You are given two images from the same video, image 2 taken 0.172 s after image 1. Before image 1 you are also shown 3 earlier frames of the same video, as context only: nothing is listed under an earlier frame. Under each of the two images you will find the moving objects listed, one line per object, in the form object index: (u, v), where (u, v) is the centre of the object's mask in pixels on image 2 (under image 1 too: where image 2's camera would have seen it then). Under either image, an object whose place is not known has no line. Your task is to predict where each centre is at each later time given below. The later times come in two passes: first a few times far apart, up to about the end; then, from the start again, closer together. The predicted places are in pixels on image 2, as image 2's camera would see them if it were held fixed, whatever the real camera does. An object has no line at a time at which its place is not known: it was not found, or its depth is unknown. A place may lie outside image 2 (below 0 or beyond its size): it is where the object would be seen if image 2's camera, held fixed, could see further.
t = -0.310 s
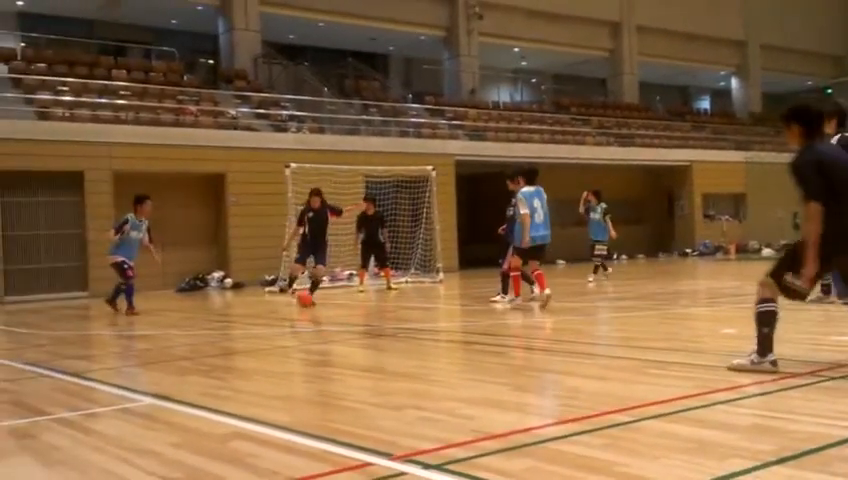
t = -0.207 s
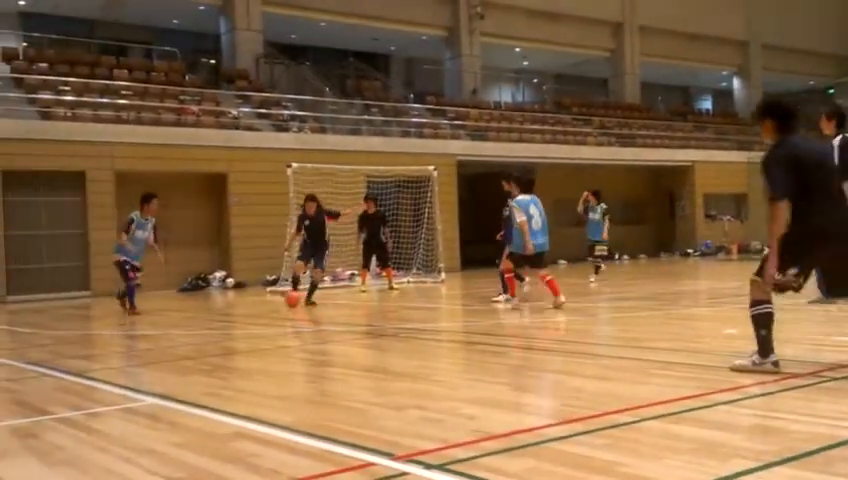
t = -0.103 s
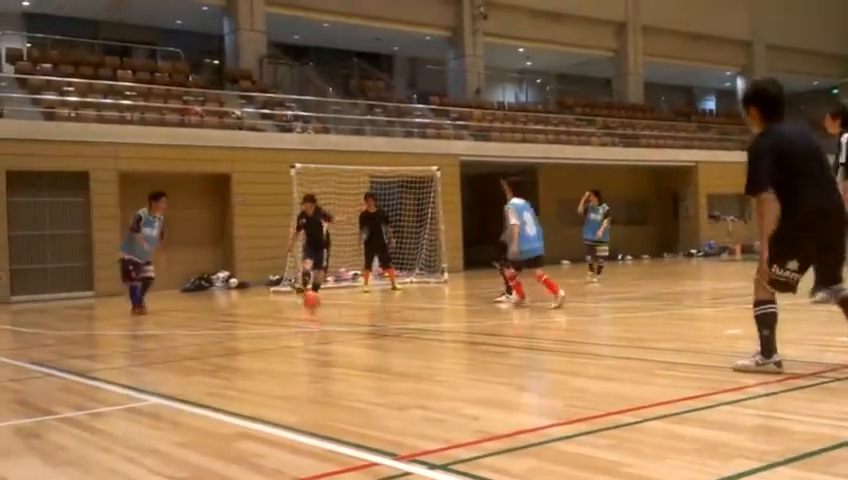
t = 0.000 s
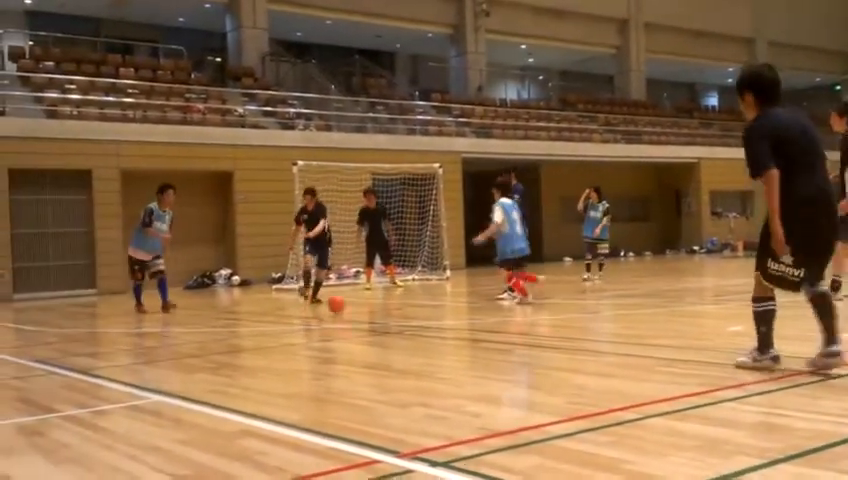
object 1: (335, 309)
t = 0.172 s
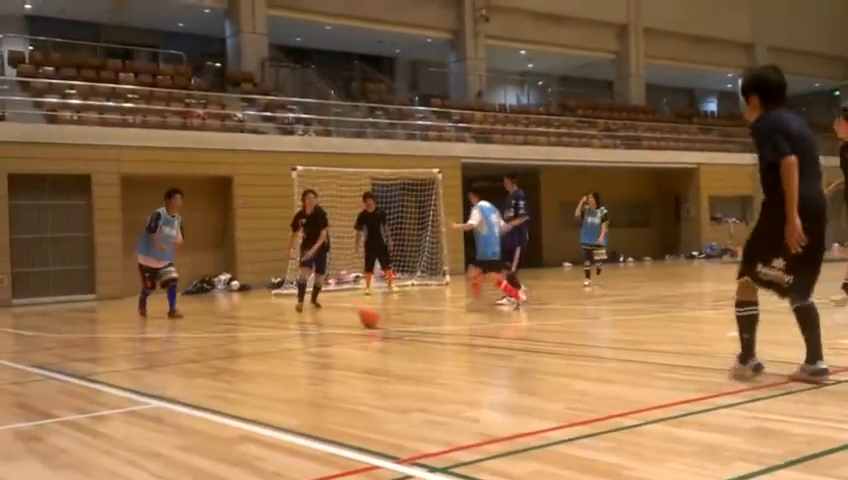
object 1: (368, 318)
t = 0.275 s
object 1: (392, 322)
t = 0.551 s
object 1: (463, 336)
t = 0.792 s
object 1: (546, 356)
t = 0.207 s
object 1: (375, 320)
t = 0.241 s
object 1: (383, 321)
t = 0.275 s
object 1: (392, 322)
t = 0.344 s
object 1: (408, 325)
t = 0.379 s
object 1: (416, 326)
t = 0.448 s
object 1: (435, 330)
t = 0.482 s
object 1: (444, 331)
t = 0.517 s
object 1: (453, 334)
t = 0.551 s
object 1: (463, 336)
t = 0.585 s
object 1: (473, 338)
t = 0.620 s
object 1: (483, 341)
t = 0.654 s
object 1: (494, 344)
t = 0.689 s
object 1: (506, 346)
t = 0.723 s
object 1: (518, 349)
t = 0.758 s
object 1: (532, 353)
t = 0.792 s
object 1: (546, 356)
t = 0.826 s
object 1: (561, 358)
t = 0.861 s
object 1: (577, 361)
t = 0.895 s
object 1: (594, 364)
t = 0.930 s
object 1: (613, 369)
